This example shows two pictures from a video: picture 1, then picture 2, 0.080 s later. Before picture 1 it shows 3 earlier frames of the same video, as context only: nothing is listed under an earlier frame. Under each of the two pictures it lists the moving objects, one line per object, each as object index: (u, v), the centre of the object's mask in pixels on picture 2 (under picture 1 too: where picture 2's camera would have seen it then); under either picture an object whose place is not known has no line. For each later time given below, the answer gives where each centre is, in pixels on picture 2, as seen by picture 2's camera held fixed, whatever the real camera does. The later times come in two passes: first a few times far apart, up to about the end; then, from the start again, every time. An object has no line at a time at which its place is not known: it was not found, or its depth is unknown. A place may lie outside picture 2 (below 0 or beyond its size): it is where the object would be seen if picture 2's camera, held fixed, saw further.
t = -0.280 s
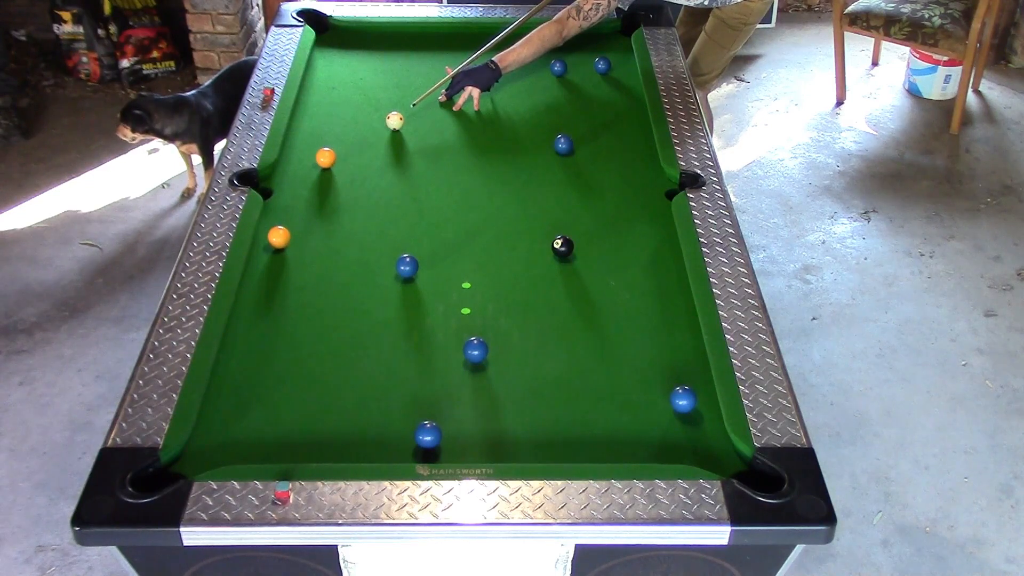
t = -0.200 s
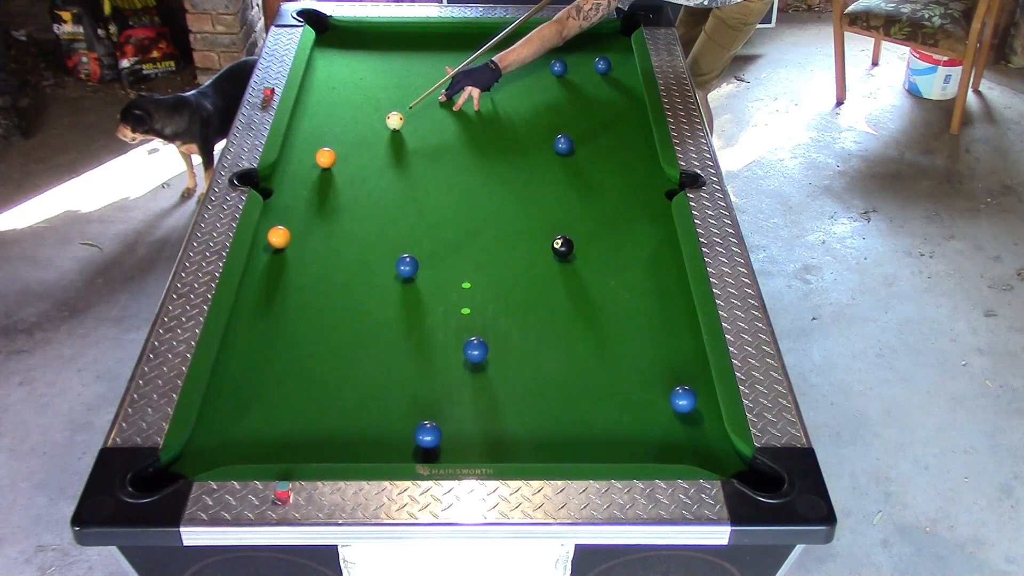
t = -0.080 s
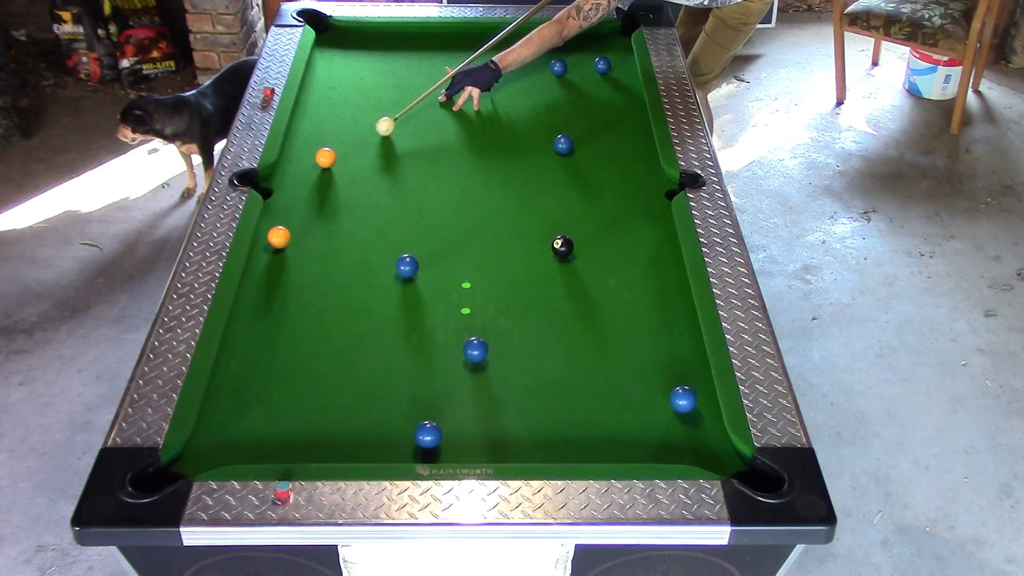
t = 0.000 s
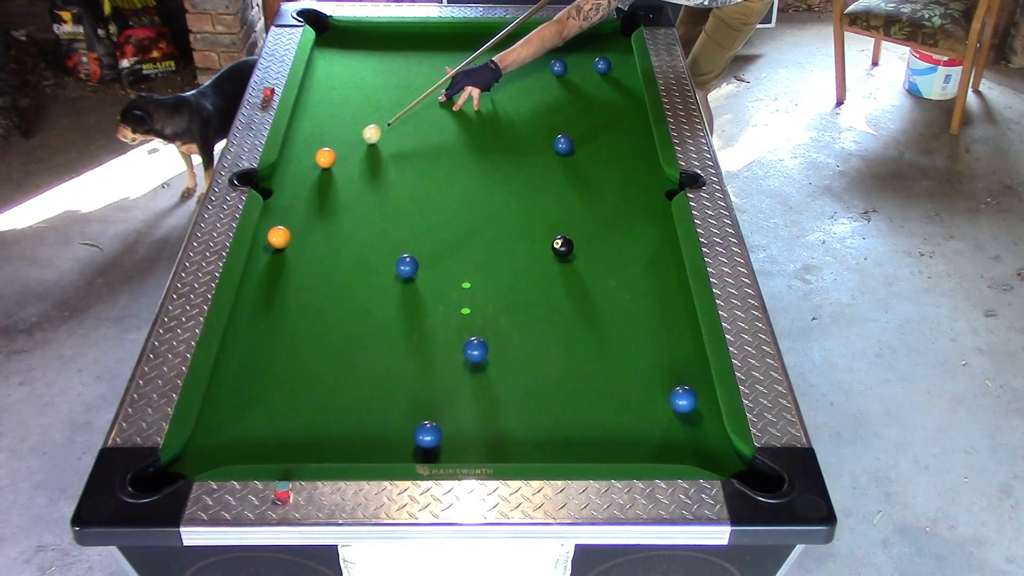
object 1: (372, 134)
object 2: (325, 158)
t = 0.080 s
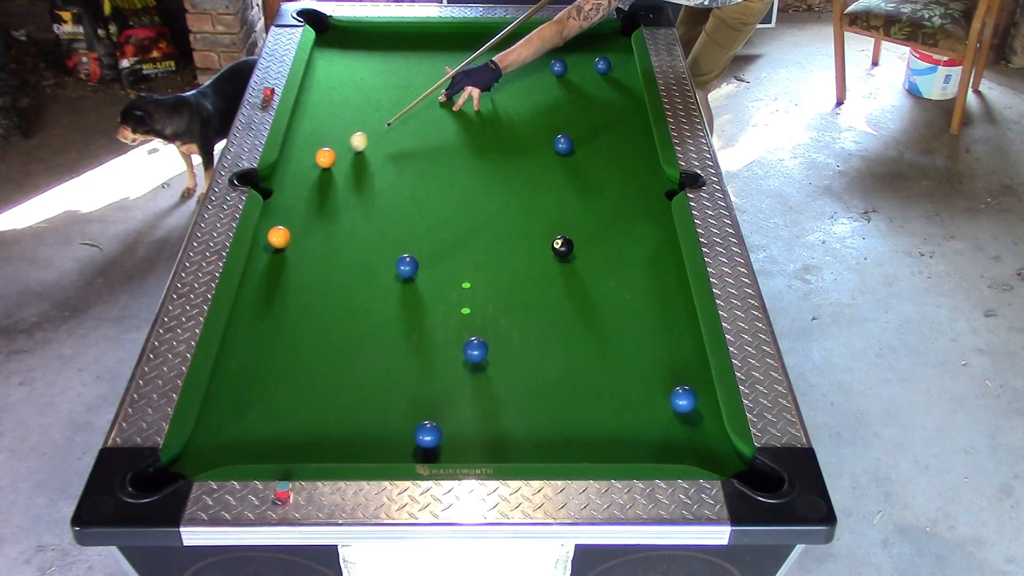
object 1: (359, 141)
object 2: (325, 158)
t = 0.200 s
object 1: (342, 152)
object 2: (322, 159)
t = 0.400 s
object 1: (342, 156)
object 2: (300, 169)
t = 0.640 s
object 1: (341, 161)
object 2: (275, 179)
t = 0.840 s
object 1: (340, 164)
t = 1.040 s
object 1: (340, 165)
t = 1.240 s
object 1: (339, 166)
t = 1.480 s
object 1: (338, 167)
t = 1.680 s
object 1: (339, 166)
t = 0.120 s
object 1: (352, 145)
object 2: (325, 158)
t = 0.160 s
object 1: (346, 149)
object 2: (325, 158)
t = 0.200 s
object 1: (342, 152)
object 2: (322, 159)
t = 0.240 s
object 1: (343, 152)
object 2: (317, 161)
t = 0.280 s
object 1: (342, 154)
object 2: (312, 163)
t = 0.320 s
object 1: (342, 155)
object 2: (308, 165)
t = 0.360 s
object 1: (342, 156)
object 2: (304, 167)
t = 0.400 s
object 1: (342, 156)
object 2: (300, 169)
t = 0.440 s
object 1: (342, 157)
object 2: (296, 171)
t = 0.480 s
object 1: (342, 158)
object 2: (291, 172)
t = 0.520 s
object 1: (341, 159)
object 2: (287, 174)
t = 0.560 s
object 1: (341, 160)
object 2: (283, 176)
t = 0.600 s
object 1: (341, 160)
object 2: (279, 178)
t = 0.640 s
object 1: (341, 161)
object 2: (275, 179)
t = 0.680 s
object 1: (341, 162)
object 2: (272, 181)
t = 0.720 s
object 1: (341, 162)
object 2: (268, 183)
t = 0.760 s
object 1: (340, 163)
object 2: (264, 187)
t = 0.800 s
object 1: (340, 163)
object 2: (262, 193)
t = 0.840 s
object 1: (340, 164)
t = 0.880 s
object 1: (340, 164)
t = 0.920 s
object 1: (340, 164)
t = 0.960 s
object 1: (340, 165)
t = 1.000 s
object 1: (340, 165)
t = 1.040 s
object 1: (340, 165)
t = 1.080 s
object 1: (340, 166)
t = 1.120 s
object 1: (339, 166)
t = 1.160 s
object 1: (339, 166)
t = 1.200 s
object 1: (339, 166)
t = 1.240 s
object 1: (339, 166)
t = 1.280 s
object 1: (339, 166)
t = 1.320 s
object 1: (339, 166)
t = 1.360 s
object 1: (339, 167)
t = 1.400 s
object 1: (338, 167)
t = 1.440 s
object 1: (338, 167)
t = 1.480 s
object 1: (338, 167)
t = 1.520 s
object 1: (338, 167)
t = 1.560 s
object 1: (338, 167)
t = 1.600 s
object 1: (339, 166)
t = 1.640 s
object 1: (339, 166)
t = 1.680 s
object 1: (339, 166)
